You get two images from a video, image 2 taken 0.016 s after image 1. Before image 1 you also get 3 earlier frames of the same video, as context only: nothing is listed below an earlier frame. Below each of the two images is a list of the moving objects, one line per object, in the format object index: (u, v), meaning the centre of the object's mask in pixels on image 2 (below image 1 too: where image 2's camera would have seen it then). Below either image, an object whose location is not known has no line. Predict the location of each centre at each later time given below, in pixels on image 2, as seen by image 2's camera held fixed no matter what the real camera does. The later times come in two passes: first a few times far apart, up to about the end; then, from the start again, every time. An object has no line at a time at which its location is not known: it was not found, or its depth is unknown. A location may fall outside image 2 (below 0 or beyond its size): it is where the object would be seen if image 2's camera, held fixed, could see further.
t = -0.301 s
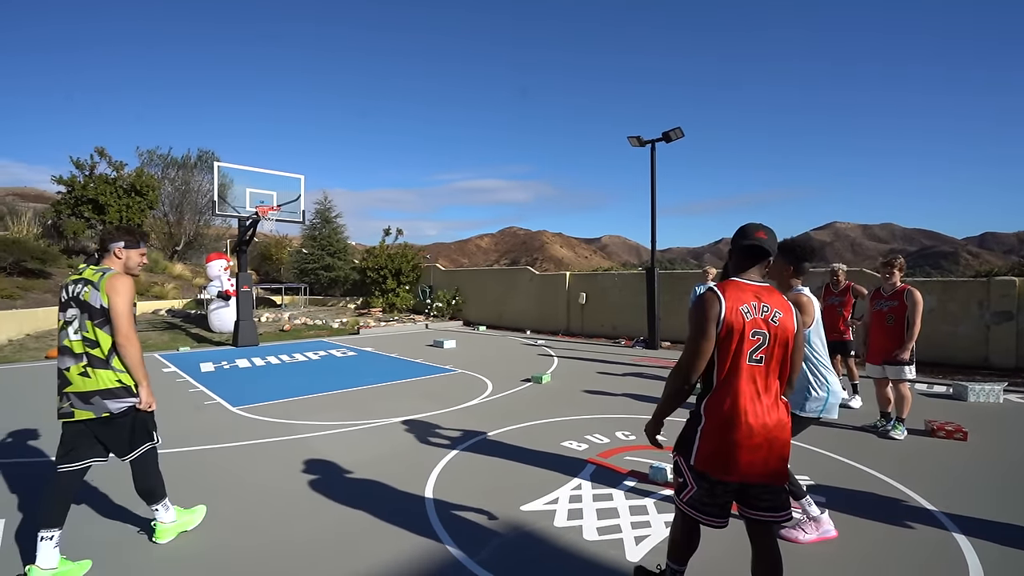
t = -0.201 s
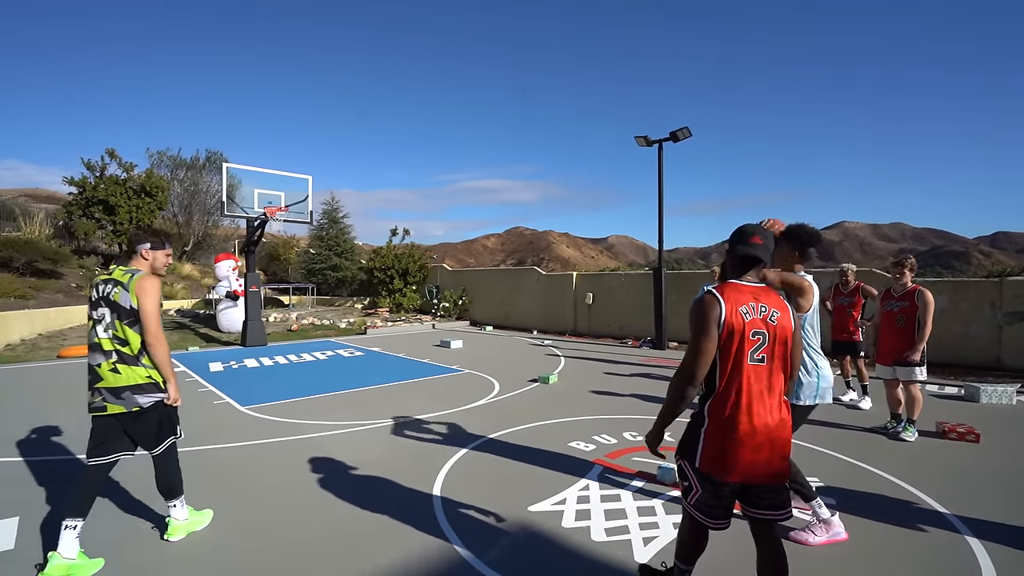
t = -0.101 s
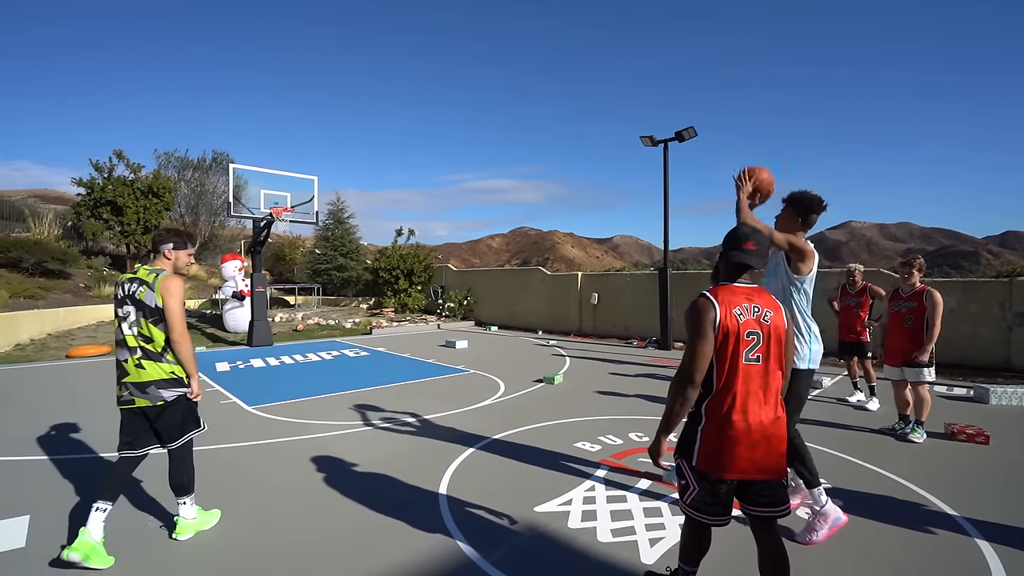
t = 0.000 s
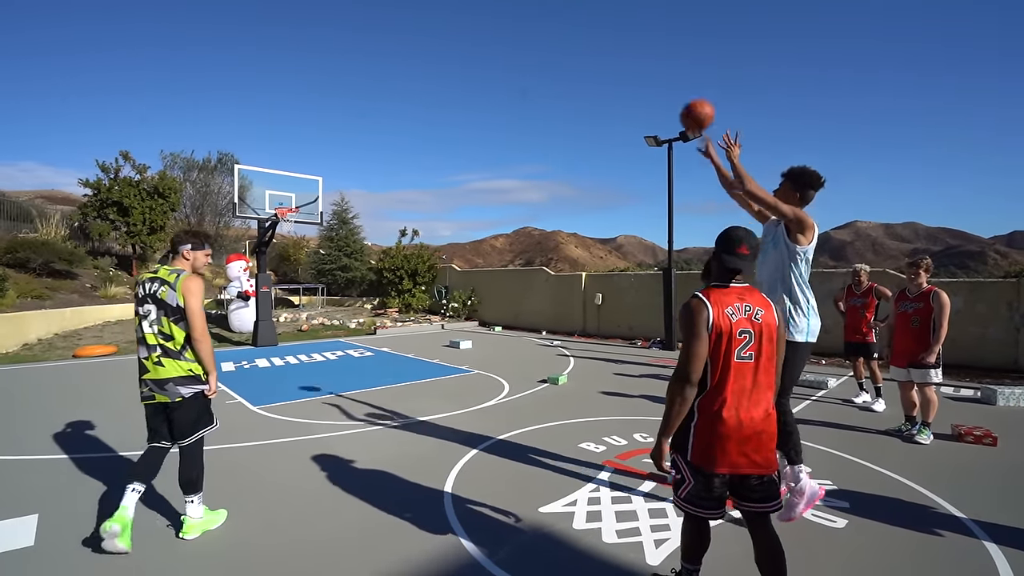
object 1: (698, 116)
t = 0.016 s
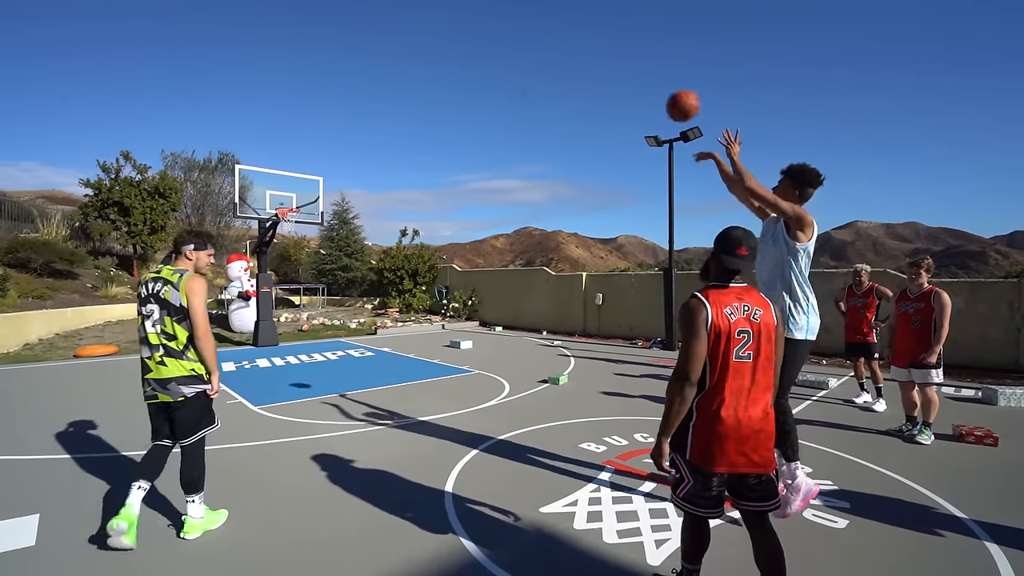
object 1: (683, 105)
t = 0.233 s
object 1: (534, 33)
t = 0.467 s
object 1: (438, 25)
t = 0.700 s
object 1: (375, 54)
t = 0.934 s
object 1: (331, 104)
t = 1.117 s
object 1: (304, 152)
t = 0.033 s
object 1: (668, 96)
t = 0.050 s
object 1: (654, 88)
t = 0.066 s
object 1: (640, 80)
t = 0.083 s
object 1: (628, 73)
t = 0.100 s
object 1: (615, 66)
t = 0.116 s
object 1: (603, 61)
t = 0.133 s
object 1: (592, 55)
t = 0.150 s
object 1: (582, 50)
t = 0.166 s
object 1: (571, 46)
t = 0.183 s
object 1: (561, 42)
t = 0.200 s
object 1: (552, 39)
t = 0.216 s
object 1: (543, 35)
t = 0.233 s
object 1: (534, 33)
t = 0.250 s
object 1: (525, 31)
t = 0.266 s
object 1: (517, 29)
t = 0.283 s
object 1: (509, 27)
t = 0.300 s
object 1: (501, 26)
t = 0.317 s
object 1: (494, 25)
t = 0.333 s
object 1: (487, 24)
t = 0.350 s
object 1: (480, 23)
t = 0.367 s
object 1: (473, 23)
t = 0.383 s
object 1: (467, 23)
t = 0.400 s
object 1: (461, 23)
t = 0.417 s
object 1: (455, 23)
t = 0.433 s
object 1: (449, 24)
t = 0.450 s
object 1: (443, 25)
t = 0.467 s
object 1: (438, 25)
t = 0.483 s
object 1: (432, 26)
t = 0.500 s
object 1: (427, 28)
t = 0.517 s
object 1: (422, 29)
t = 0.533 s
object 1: (417, 31)
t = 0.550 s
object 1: (412, 32)
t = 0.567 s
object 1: (408, 35)
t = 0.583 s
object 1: (403, 37)
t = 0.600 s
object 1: (399, 39)
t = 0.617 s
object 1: (395, 41)
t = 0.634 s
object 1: (391, 44)
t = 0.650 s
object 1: (387, 46)
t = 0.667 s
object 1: (383, 49)
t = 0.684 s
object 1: (379, 52)
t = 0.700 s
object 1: (375, 54)
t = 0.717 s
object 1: (372, 57)
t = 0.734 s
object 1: (368, 60)
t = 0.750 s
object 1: (364, 63)
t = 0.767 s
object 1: (361, 66)
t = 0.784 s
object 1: (358, 70)
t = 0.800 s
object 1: (355, 74)
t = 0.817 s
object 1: (351, 77)
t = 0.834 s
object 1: (348, 81)
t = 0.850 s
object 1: (345, 84)
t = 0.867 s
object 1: (342, 88)
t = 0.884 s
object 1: (339, 93)
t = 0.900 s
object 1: (336, 96)
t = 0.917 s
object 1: (333, 100)
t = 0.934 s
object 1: (331, 104)
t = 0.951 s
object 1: (328, 108)
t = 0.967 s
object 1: (326, 113)
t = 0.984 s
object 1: (323, 117)
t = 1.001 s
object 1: (321, 121)
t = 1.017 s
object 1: (318, 125)
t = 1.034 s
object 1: (316, 129)
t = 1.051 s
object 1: (313, 134)
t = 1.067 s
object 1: (311, 138)
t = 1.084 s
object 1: (309, 143)
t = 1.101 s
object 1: (307, 148)
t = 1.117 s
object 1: (304, 152)
